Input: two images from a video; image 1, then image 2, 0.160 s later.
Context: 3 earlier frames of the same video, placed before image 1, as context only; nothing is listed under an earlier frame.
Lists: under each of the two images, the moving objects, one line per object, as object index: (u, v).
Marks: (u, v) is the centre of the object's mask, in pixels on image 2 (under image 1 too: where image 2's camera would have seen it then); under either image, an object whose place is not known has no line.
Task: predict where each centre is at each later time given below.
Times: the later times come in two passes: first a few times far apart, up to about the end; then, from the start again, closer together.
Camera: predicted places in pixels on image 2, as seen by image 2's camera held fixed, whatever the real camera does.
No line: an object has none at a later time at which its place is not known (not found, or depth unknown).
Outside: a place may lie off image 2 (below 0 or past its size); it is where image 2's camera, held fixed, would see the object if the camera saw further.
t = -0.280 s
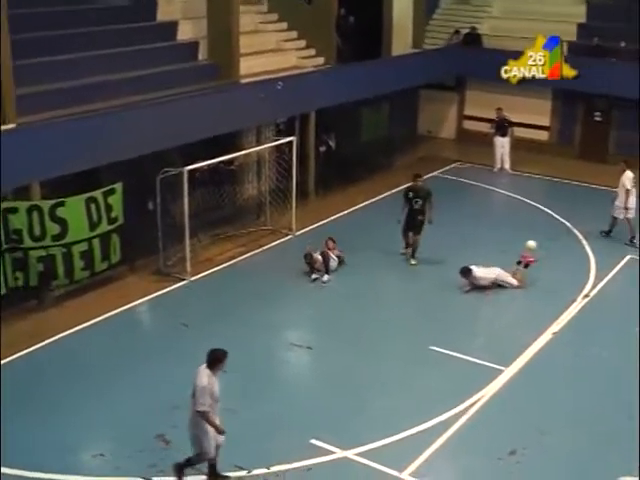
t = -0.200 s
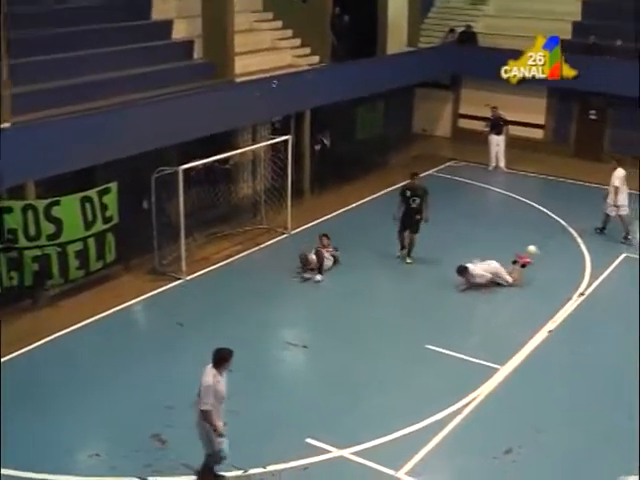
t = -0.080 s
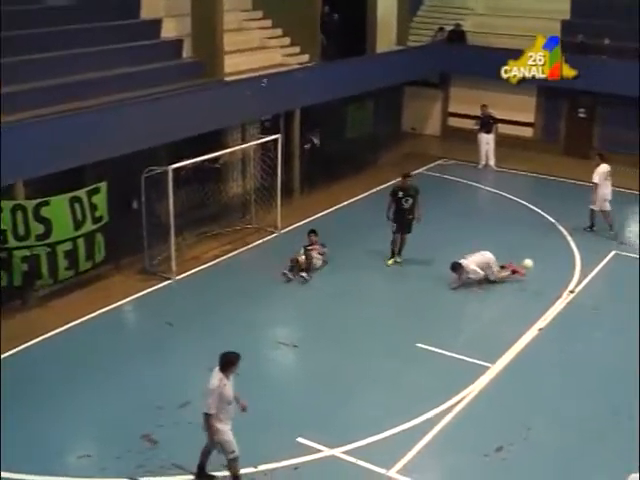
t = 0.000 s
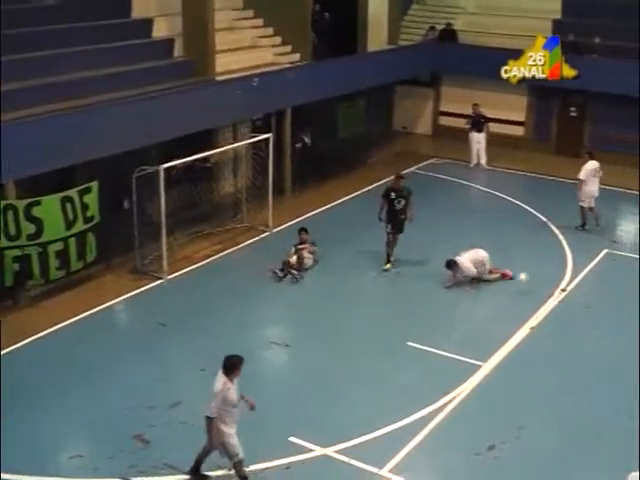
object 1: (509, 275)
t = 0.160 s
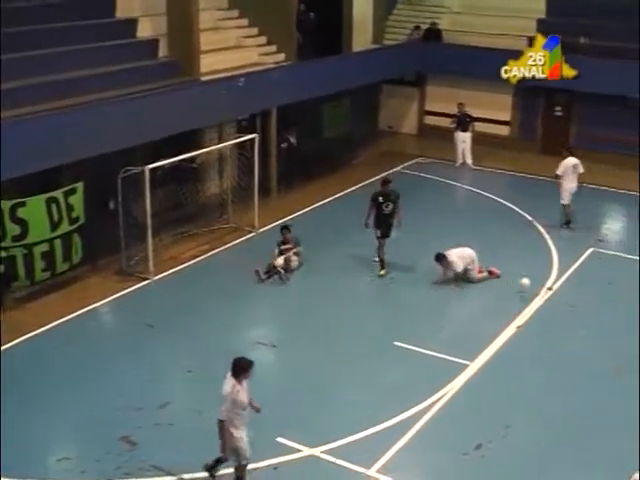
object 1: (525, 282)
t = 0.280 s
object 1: (538, 280)
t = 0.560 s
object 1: (569, 310)
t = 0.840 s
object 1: (605, 323)
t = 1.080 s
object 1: (636, 335)
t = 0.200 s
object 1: (529, 281)
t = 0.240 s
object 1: (533, 280)
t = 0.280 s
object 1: (538, 280)
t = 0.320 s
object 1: (542, 283)
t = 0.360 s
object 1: (547, 285)
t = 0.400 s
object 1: (551, 288)
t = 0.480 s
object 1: (562, 299)
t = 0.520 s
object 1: (565, 305)
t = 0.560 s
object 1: (569, 310)
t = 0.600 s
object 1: (574, 310)
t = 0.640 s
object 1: (580, 310)
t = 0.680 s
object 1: (586, 312)
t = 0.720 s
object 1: (590, 314)
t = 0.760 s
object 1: (594, 317)
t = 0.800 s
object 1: (600, 319)
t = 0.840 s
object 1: (605, 323)
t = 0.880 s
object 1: (610, 324)
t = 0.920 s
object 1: (616, 326)
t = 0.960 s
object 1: (621, 328)
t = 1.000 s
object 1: (625, 331)
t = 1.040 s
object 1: (630, 333)
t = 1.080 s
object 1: (636, 335)
